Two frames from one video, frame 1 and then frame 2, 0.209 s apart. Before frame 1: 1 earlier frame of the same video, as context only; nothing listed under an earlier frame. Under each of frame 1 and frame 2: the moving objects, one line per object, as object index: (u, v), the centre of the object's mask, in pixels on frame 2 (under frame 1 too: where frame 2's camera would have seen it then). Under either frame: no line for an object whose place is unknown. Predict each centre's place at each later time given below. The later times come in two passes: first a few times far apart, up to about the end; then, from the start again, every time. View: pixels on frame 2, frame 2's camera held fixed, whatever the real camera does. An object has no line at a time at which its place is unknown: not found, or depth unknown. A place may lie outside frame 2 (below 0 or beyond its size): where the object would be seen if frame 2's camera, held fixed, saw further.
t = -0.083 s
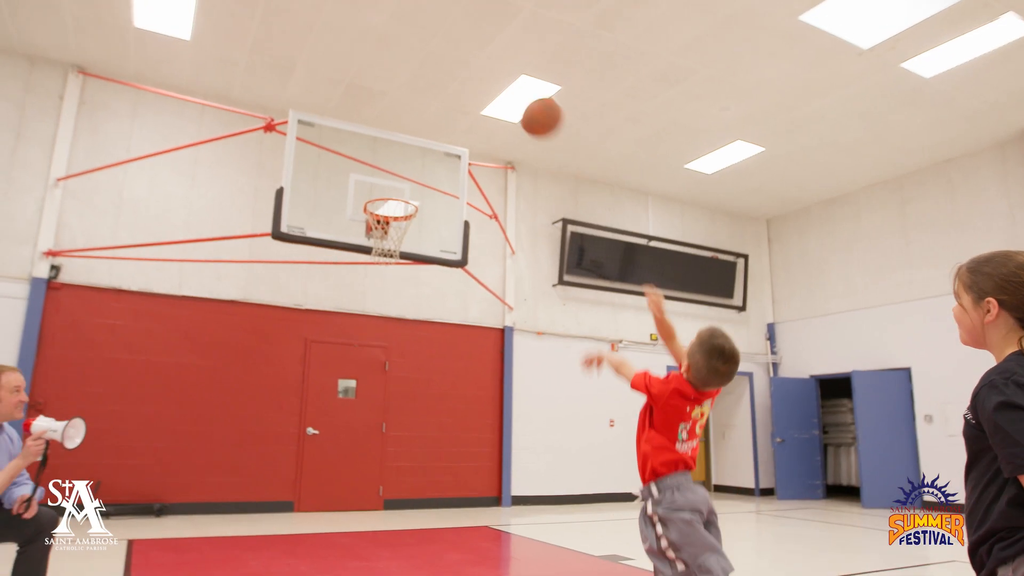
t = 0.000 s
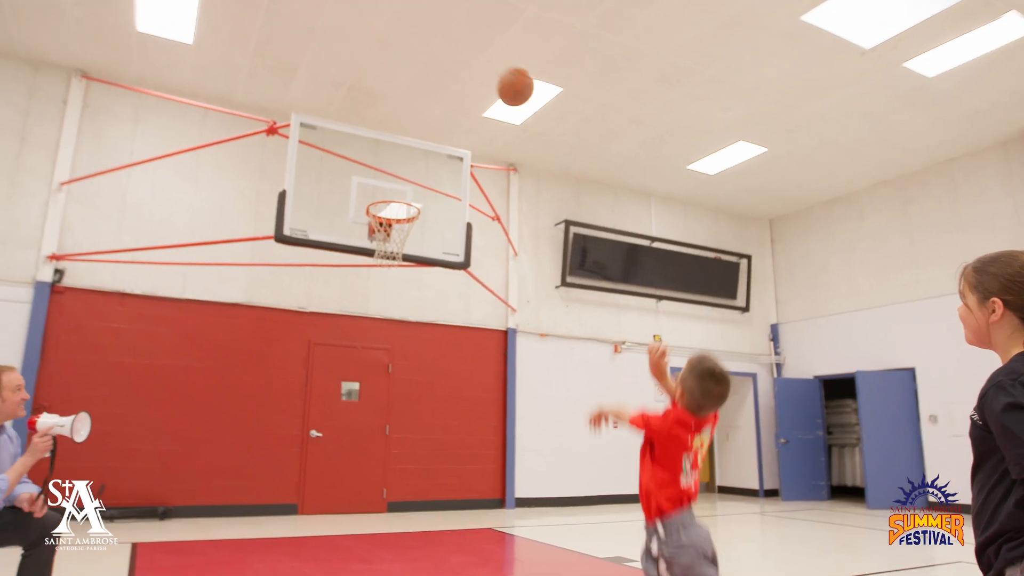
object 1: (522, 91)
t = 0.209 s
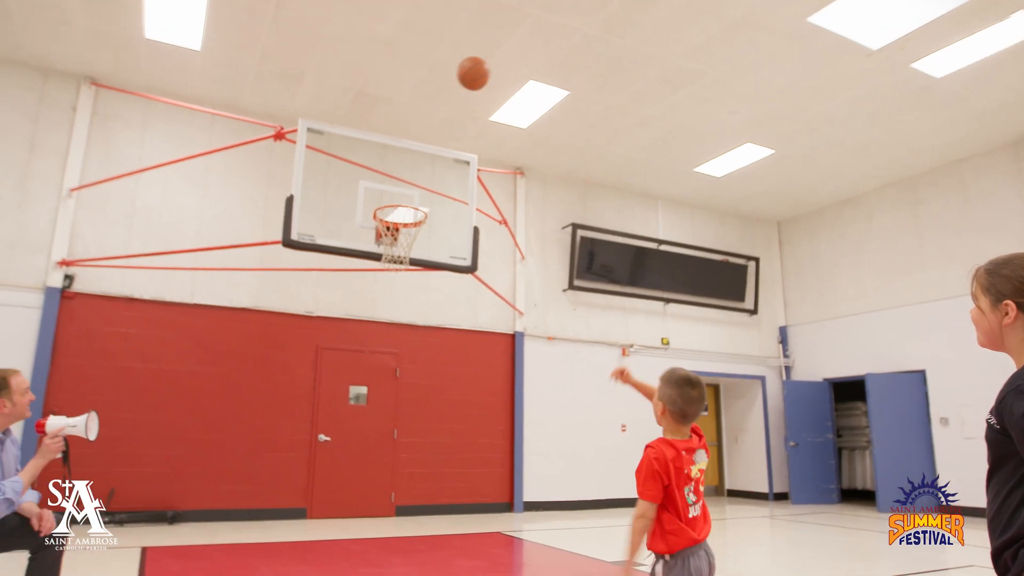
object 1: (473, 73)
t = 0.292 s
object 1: (457, 82)
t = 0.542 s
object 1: (419, 145)
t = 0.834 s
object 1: (389, 254)
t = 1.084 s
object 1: (396, 330)
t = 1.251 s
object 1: (400, 423)
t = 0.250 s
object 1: (465, 77)
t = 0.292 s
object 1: (457, 82)
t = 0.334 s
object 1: (450, 88)
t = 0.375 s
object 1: (444, 97)
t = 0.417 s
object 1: (437, 107)
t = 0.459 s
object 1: (431, 118)
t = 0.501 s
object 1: (425, 131)
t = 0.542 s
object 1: (419, 145)
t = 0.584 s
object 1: (414, 160)
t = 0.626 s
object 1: (408, 177)
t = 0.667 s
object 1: (402, 195)
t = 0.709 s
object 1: (397, 215)
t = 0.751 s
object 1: (393, 233)
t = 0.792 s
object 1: (390, 249)
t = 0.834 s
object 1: (389, 254)
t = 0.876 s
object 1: (390, 261)
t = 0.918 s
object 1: (391, 270)
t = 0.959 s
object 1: (392, 283)
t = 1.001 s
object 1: (393, 296)
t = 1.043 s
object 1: (395, 311)
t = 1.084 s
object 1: (396, 330)
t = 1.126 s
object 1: (398, 349)
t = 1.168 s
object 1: (399, 371)
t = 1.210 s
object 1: (399, 396)
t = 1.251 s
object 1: (400, 423)
